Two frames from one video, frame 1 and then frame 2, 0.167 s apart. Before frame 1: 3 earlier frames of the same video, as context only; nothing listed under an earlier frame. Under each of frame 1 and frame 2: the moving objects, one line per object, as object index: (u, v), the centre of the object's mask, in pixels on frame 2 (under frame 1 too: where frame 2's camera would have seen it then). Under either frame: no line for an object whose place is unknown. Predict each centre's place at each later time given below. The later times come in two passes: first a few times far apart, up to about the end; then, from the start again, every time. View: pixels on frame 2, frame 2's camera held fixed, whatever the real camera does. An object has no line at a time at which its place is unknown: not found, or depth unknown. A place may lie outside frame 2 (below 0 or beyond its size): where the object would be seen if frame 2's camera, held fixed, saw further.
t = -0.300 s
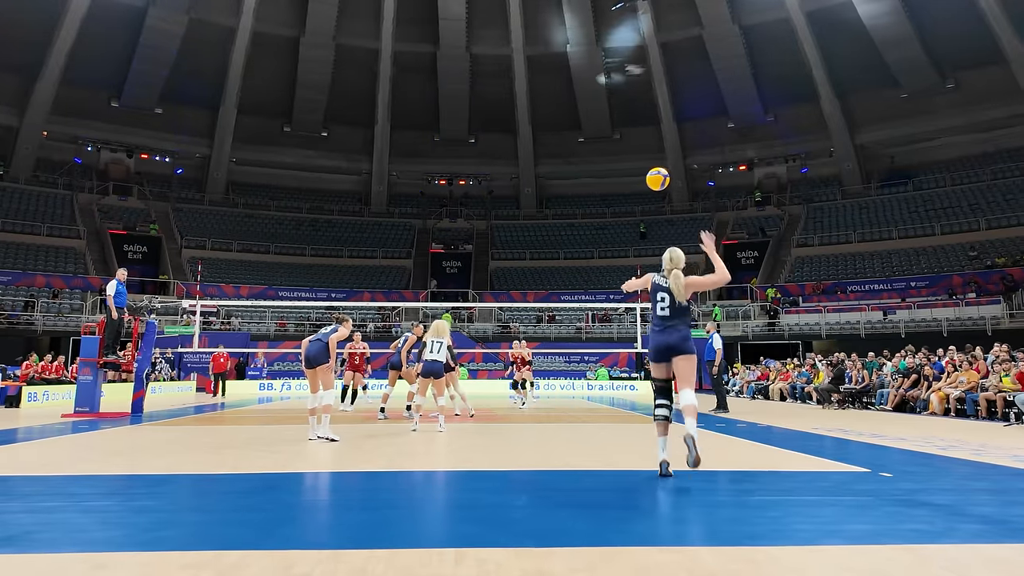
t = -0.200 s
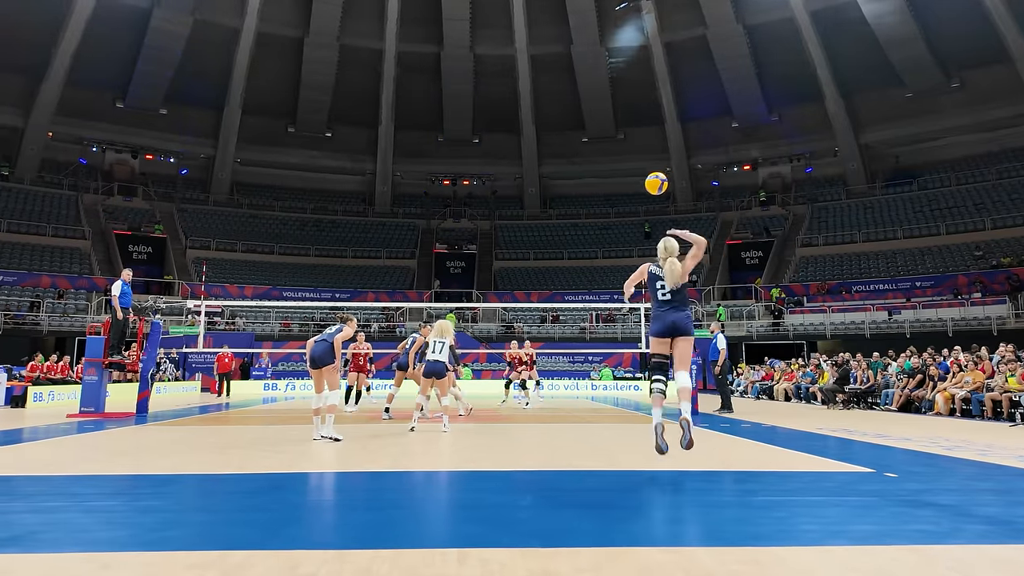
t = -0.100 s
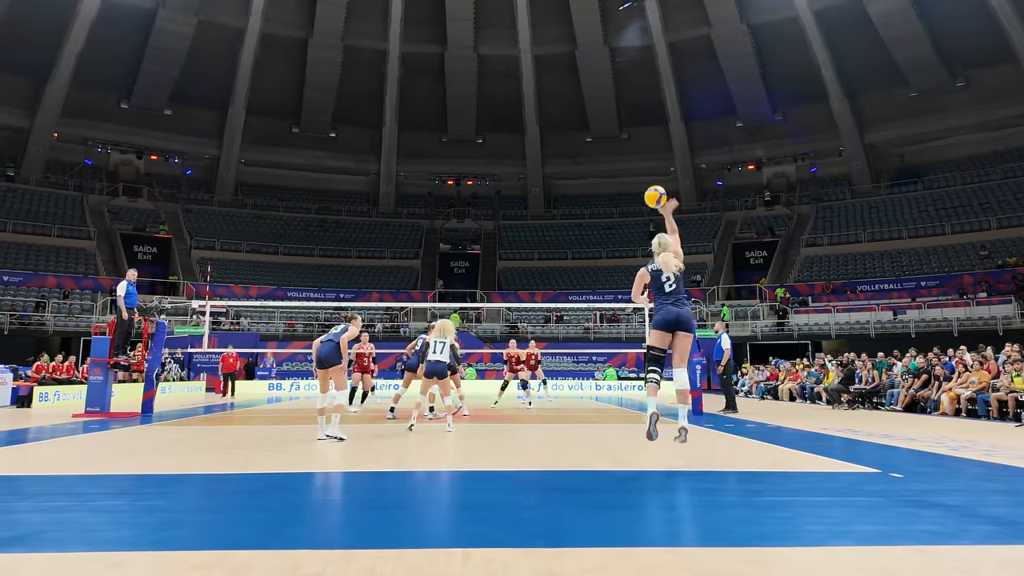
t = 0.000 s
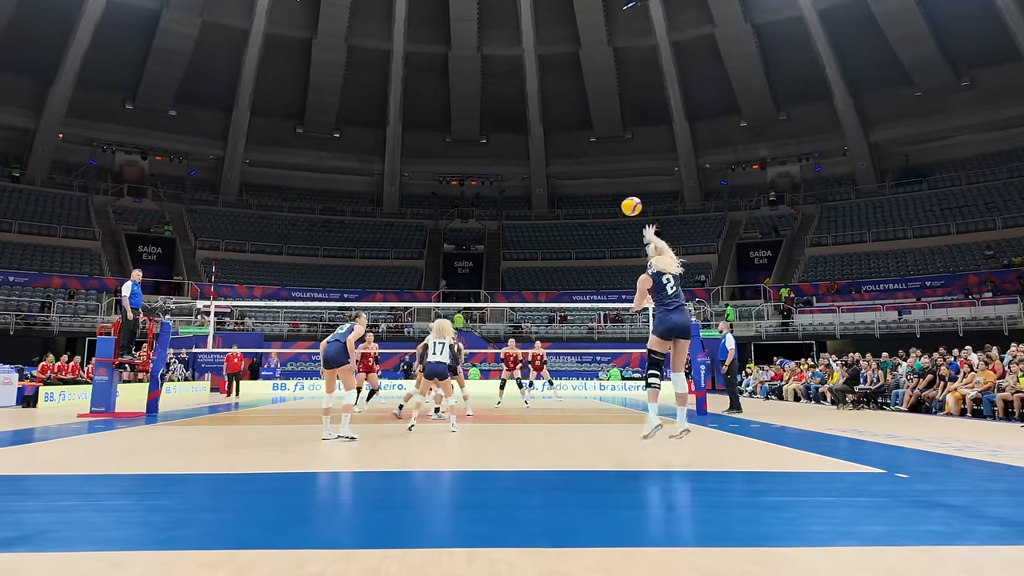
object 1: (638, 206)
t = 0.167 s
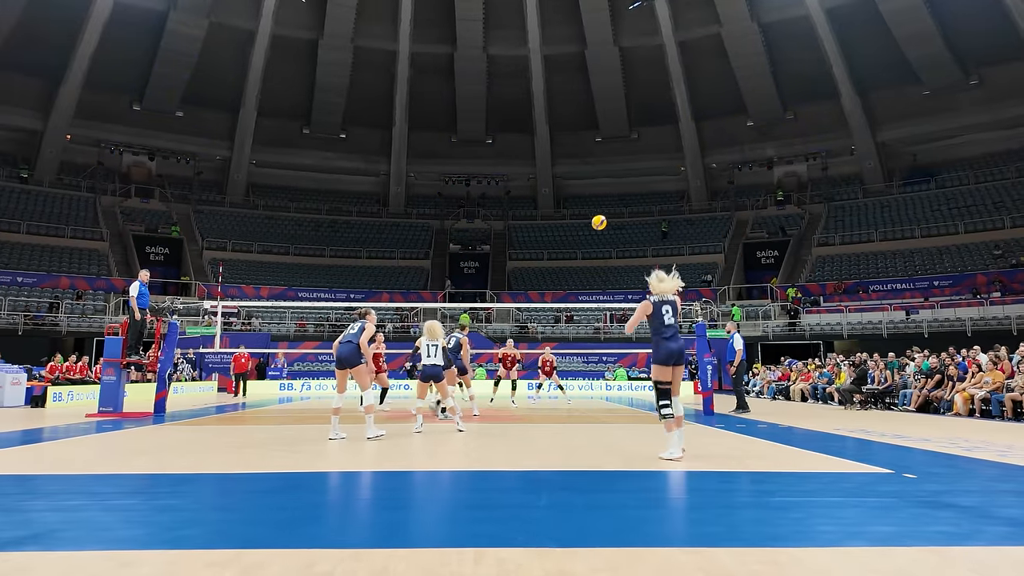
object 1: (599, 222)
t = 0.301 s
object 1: (583, 242)
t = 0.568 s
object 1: (560, 290)
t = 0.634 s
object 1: (555, 300)
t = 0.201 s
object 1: (594, 226)
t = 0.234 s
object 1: (590, 231)
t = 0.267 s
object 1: (586, 236)
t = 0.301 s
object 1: (583, 242)
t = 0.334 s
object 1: (580, 247)
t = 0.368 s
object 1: (576, 253)
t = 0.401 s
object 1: (573, 259)
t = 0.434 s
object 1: (571, 266)
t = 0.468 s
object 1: (568, 272)
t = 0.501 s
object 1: (565, 278)
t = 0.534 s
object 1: (563, 284)
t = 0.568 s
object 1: (560, 290)
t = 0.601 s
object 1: (557, 296)
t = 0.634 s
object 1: (555, 300)
